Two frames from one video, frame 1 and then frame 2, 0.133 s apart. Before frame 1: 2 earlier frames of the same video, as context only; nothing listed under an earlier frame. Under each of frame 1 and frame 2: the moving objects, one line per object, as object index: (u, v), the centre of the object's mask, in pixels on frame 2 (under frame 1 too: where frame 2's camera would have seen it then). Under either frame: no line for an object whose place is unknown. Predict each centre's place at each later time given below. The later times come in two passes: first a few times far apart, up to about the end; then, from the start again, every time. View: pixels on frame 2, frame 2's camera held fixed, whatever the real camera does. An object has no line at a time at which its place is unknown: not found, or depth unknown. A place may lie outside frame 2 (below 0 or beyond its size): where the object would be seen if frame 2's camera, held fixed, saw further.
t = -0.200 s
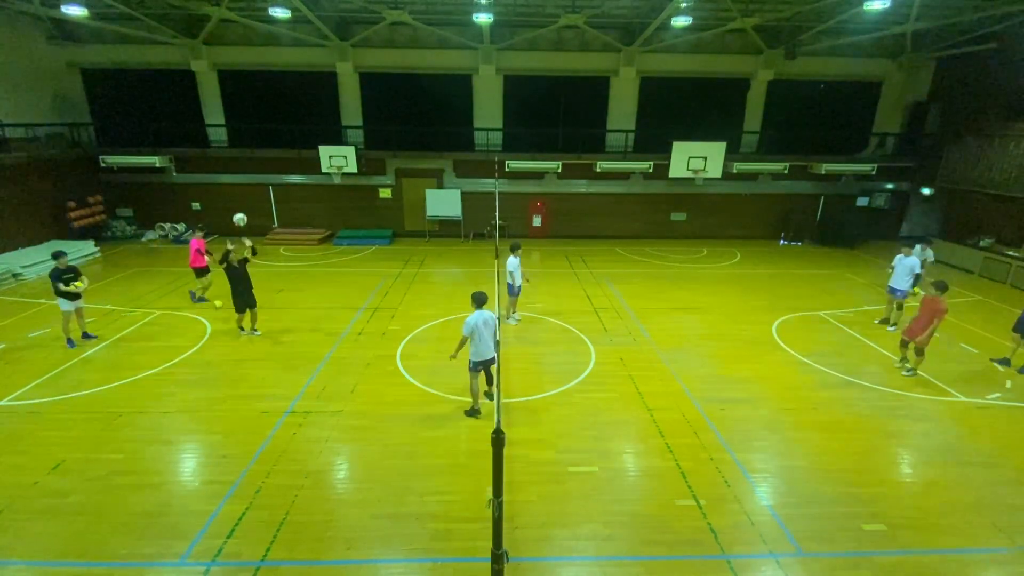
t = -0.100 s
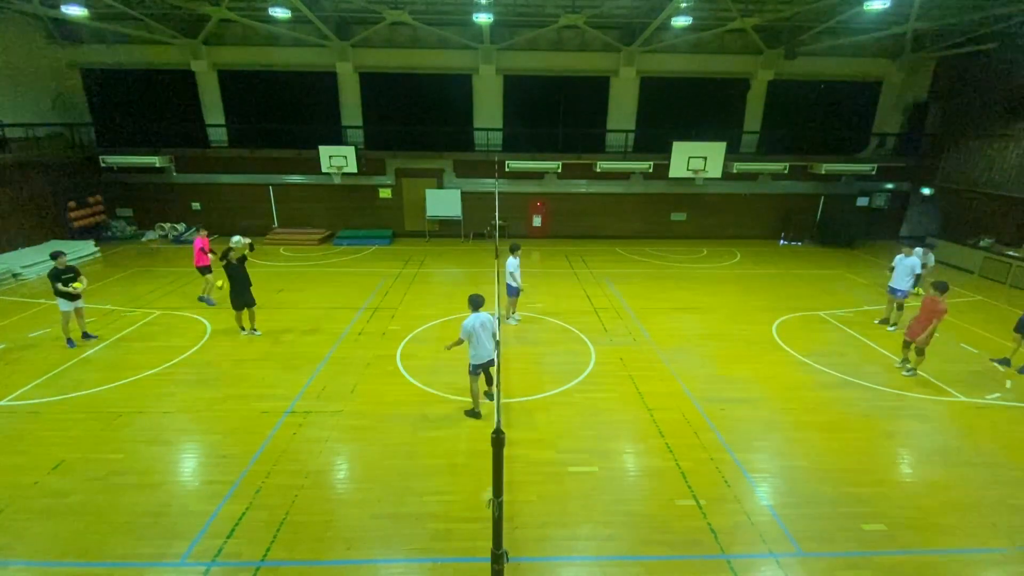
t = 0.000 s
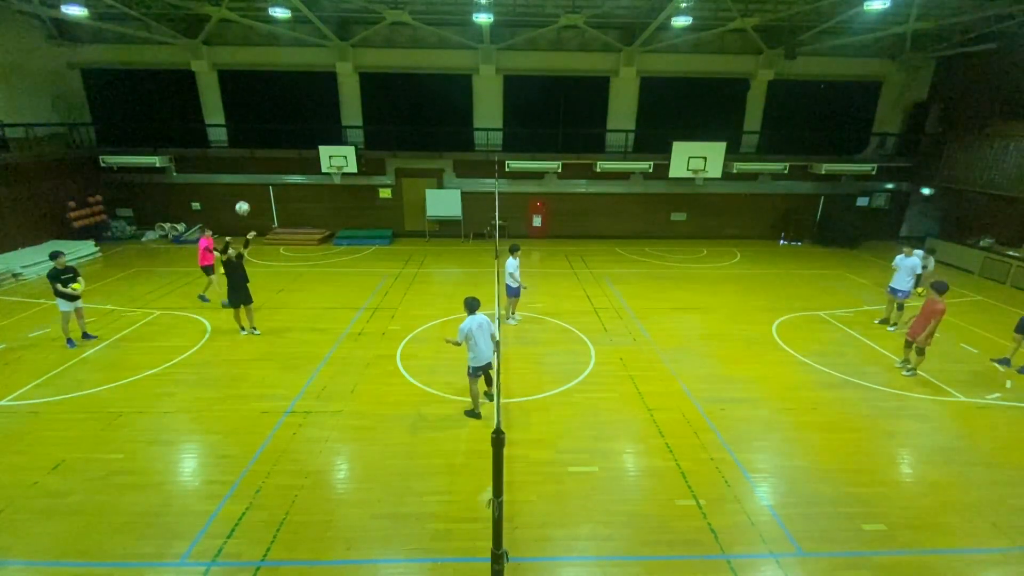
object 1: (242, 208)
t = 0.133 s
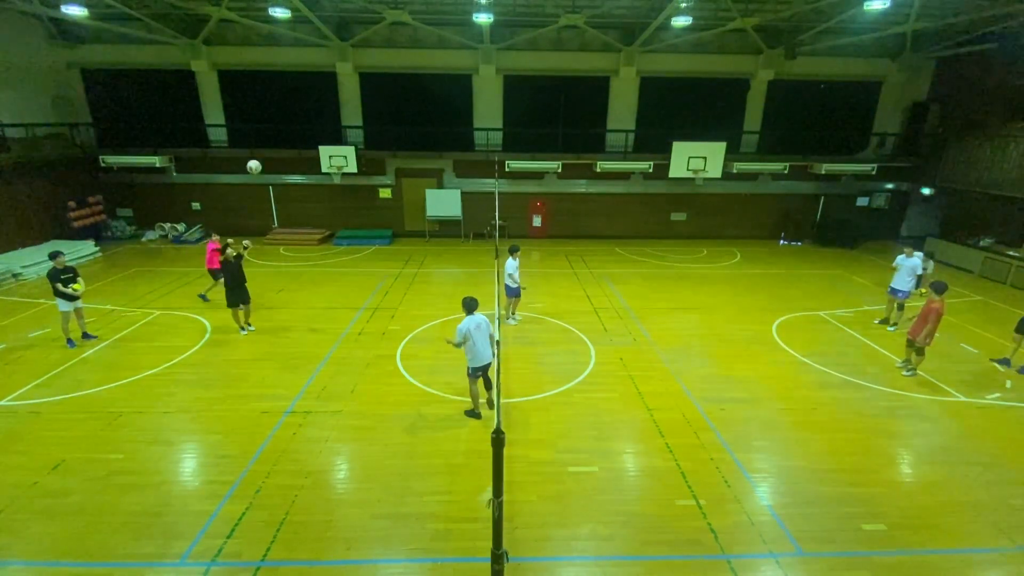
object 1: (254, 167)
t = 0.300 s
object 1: (271, 127)
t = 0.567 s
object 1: (309, 97)
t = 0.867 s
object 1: (361, 124)
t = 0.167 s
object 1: (257, 158)
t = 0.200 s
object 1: (261, 150)
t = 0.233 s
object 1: (264, 141)
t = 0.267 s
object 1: (268, 134)
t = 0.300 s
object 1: (271, 127)
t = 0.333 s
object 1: (276, 121)
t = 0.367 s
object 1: (280, 115)
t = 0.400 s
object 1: (284, 110)
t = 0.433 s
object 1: (289, 106)
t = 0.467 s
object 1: (293, 102)
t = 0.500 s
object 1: (298, 100)
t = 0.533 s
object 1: (303, 98)
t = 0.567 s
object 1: (309, 97)
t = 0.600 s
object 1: (314, 96)
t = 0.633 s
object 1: (320, 97)
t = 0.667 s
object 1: (325, 98)
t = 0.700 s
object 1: (331, 100)
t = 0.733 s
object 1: (336, 103)
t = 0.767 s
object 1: (342, 107)
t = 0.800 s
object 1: (348, 111)
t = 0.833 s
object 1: (355, 118)
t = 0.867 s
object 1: (361, 124)
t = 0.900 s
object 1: (367, 131)
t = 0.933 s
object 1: (374, 139)
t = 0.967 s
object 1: (380, 148)
